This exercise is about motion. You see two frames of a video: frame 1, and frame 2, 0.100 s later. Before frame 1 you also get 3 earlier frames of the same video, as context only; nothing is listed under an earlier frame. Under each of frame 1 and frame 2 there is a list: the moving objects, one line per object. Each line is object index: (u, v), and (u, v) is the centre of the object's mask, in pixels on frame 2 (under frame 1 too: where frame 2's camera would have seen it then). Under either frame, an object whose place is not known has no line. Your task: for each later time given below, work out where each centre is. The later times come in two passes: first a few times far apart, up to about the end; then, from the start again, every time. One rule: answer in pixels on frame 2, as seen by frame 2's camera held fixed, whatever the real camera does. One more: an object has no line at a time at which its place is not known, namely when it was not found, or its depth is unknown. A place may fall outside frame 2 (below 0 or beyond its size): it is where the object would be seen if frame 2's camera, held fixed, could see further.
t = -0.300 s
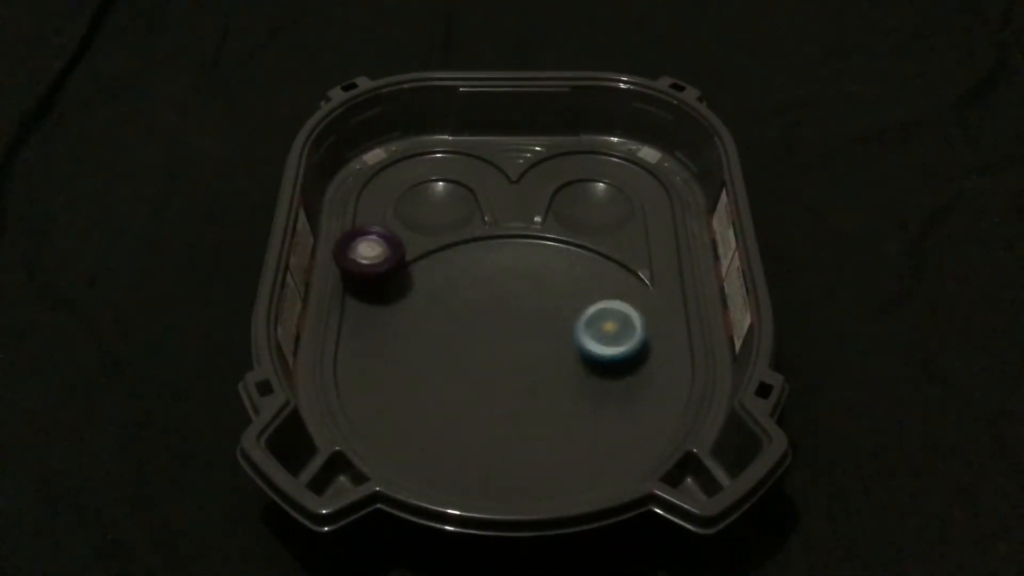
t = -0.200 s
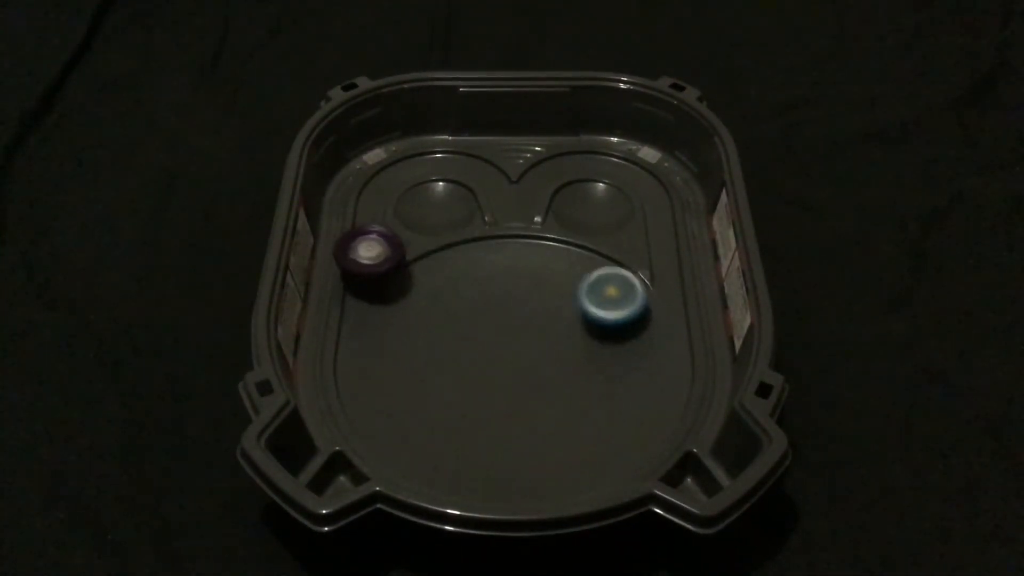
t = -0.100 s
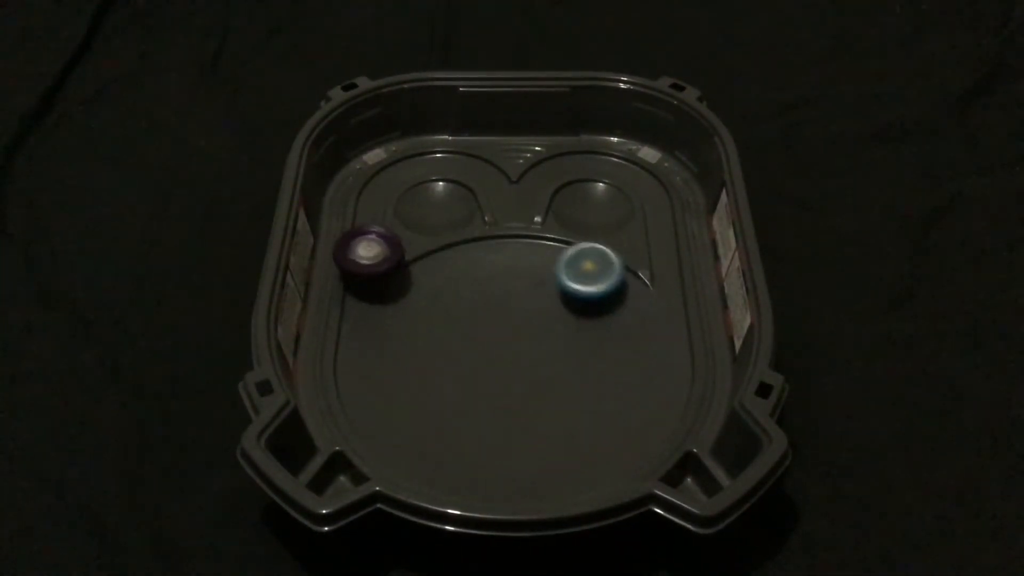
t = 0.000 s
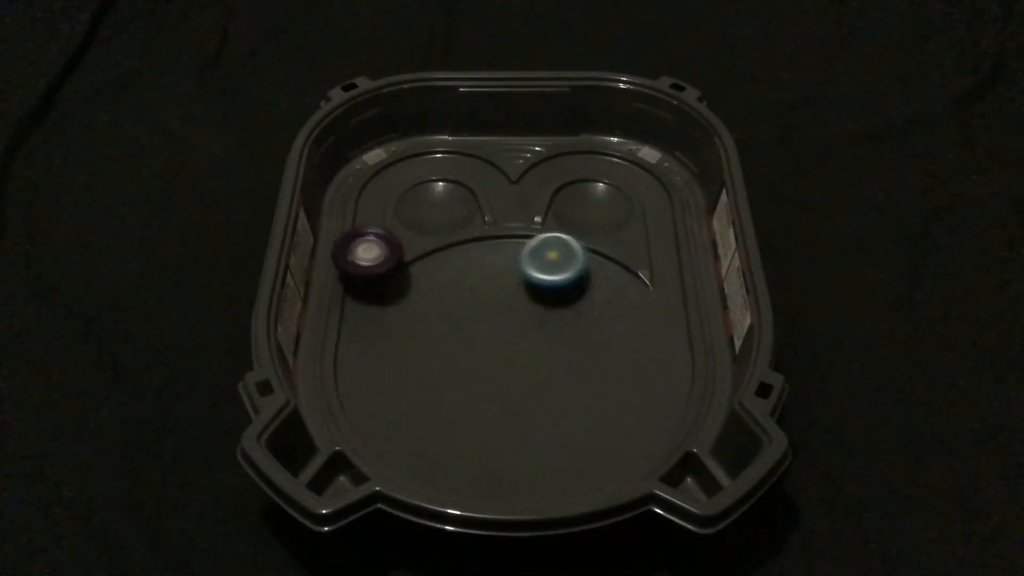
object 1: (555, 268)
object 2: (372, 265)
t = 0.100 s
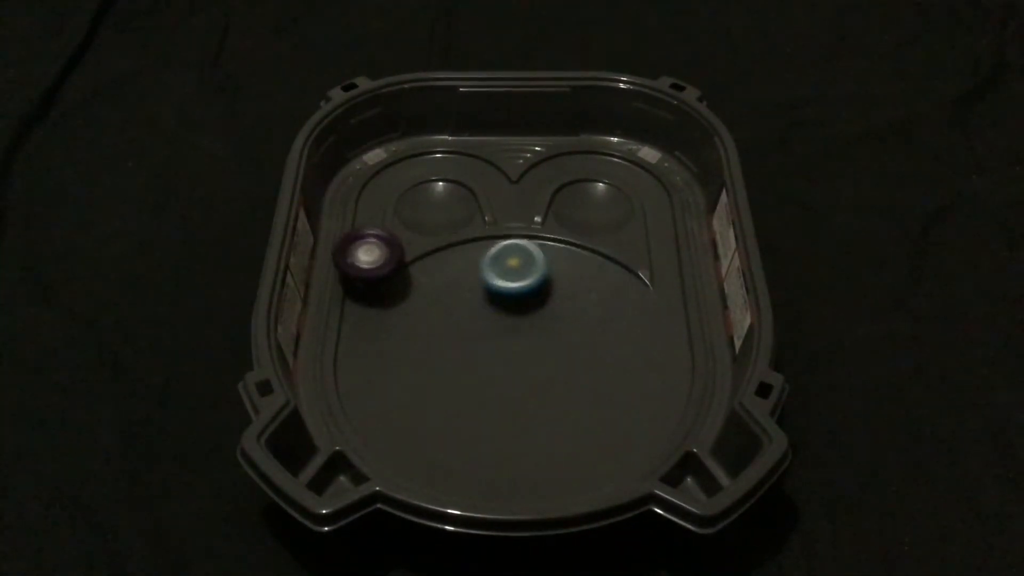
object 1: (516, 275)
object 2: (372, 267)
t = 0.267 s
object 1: (477, 320)
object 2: (372, 273)
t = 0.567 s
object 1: (537, 390)
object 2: (400, 330)
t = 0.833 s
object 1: (606, 355)
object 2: (503, 389)
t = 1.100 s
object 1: (552, 308)
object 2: (600, 366)
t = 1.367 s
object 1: (482, 340)
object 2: (610, 312)
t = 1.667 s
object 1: (495, 396)
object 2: (555, 305)
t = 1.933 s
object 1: (550, 385)
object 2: (508, 329)
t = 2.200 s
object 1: (569, 348)
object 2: (456, 337)
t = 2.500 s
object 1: (512, 326)
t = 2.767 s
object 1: (507, 308)
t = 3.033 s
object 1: (486, 323)
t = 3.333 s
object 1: (495, 282)
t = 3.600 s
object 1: (459, 290)
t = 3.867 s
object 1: (500, 332)
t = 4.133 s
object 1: (516, 320)
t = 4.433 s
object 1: (522, 316)
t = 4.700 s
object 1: (505, 336)
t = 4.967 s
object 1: (496, 376)
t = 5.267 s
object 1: (528, 398)
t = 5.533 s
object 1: (548, 400)
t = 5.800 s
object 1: (548, 376)
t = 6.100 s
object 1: (523, 357)
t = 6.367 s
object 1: (506, 353)
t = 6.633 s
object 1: (502, 352)
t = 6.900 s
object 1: (515, 356)
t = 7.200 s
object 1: (536, 358)
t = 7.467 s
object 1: (579, 462)
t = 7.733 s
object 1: (570, 406)
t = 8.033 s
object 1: (526, 425)
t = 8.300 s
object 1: (483, 396)
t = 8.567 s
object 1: (461, 347)
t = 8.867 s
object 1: (474, 292)
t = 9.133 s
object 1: (509, 272)
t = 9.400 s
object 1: (551, 283)
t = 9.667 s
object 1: (581, 321)
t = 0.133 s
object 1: (504, 282)
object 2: (371, 269)
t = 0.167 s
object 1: (494, 290)
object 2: (372, 269)
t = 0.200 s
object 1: (486, 298)
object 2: (371, 270)
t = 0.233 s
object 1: (480, 309)
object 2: (371, 271)
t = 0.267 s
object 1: (477, 320)
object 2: (372, 273)
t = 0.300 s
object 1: (477, 331)
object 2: (370, 274)
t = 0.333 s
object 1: (479, 341)
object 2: (370, 274)
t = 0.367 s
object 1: (482, 351)
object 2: (374, 276)
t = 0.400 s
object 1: (488, 360)
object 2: (374, 278)
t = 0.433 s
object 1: (496, 368)
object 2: (376, 283)
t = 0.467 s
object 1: (505, 376)
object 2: (380, 291)
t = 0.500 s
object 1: (514, 382)
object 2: (385, 303)
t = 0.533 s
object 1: (525, 386)
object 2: (392, 316)
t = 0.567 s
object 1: (537, 390)
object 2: (400, 330)
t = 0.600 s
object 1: (549, 392)
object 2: (409, 343)
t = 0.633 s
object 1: (561, 391)
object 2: (420, 355)
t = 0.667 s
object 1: (573, 388)
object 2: (432, 364)
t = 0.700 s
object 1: (583, 383)
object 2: (446, 371)
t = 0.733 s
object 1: (593, 379)
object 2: (460, 378)
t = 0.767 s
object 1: (599, 372)
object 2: (475, 383)
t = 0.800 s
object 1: (603, 364)
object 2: (489, 387)
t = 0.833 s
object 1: (606, 355)
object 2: (503, 389)
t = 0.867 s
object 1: (606, 347)
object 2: (518, 390)
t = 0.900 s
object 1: (604, 339)
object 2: (532, 390)
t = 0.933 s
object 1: (600, 330)
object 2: (545, 389)
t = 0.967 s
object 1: (594, 322)
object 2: (558, 386)
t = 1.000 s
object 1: (586, 315)
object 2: (571, 383)
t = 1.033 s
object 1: (575, 310)
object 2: (581, 378)
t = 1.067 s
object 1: (563, 308)
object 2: (591, 372)
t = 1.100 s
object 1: (552, 308)
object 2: (600, 366)
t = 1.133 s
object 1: (542, 310)
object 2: (608, 359)
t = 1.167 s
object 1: (531, 311)
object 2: (612, 352)
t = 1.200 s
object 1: (520, 313)
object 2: (616, 344)
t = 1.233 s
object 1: (510, 317)
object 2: (618, 336)
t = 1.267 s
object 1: (501, 322)
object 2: (618, 329)
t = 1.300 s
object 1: (494, 327)
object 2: (617, 323)
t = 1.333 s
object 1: (487, 333)
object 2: (614, 316)
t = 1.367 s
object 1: (482, 340)
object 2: (610, 312)
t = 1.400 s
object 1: (478, 347)
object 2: (604, 308)
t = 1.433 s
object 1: (474, 354)
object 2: (599, 306)
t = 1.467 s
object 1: (474, 361)
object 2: (593, 304)
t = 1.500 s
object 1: (474, 369)
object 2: (588, 302)
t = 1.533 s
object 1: (475, 375)
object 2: (581, 302)
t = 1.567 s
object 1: (478, 382)
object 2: (575, 302)
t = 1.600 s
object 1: (483, 388)
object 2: (568, 302)
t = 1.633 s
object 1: (488, 392)
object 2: (561, 303)
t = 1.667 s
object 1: (495, 396)
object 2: (555, 305)
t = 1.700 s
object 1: (502, 399)
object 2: (548, 307)
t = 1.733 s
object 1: (510, 400)
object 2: (542, 310)
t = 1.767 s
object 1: (517, 400)
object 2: (536, 313)
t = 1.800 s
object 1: (525, 399)
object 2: (530, 317)
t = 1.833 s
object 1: (533, 397)
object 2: (525, 320)
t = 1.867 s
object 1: (539, 394)
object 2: (519, 323)
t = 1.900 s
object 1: (545, 390)
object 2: (514, 326)
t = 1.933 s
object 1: (550, 385)
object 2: (508, 329)
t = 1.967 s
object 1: (557, 384)
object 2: (502, 331)
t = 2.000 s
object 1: (566, 384)
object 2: (494, 329)
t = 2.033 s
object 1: (571, 381)
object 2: (486, 328)
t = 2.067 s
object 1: (576, 375)
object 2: (480, 329)
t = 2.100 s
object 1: (577, 368)
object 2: (473, 330)
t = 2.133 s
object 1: (577, 361)
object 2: (467, 332)
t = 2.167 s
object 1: (574, 354)
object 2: (461, 335)
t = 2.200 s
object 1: (569, 348)
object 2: (456, 337)
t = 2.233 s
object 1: (564, 342)
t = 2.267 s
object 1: (557, 338)
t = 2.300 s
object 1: (551, 334)
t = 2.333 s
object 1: (544, 331)
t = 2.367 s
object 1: (538, 328)
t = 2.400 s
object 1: (531, 327)
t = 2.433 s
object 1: (524, 326)
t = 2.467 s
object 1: (518, 326)
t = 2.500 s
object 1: (512, 326)
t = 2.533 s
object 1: (507, 327)
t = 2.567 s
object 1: (512, 322)
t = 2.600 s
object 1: (518, 316)
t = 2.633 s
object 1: (520, 313)
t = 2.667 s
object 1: (519, 310)
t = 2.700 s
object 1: (516, 309)
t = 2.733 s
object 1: (512, 308)
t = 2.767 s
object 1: (507, 308)
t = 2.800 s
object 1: (503, 309)
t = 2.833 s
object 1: (499, 310)
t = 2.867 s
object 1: (496, 311)
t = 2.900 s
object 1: (493, 313)
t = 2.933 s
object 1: (490, 315)
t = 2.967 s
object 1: (488, 317)
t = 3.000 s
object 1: (487, 320)
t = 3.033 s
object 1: (486, 323)
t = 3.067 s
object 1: (486, 325)
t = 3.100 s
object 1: (487, 326)
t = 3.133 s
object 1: (488, 328)
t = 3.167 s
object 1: (488, 328)
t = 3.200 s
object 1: (493, 323)
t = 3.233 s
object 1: (496, 309)
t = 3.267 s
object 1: (498, 296)
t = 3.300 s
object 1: (497, 288)
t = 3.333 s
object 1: (495, 282)
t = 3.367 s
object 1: (490, 279)
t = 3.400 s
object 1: (485, 277)
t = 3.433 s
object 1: (479, 277)
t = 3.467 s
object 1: (474, 277)
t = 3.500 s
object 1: (470, 279)
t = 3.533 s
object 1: (465, 282)
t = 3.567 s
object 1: (462, 286)
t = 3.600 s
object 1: (459, 290)
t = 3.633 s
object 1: (459, 296)
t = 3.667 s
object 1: (459, 302)
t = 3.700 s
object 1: (462, 308)
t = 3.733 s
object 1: (467, 314)
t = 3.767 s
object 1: (473, 320)
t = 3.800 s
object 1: (481, 325)
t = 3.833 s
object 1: (490, 329)
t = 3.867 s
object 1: (500, 332)
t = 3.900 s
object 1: (510, 334)
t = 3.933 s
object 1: (520, 335)
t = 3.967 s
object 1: (530, 335)
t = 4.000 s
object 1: (522, 329)
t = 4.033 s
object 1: (515, 325)
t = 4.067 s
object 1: (513, 322)
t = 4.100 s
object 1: (514, 321)
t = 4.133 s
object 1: (516, 320)
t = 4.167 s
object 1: (518, 319)
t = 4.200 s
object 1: (519, 319)
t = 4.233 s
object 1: (521, 318)
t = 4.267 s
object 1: (522, 318)
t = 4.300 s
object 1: (524, 317)
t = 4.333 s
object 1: (525, 316)
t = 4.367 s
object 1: (527, 315)
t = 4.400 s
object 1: (527, 315)
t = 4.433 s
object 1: (522, 316)
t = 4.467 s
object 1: (520, 317)
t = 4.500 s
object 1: (519, 318)
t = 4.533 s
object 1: (517, 320)
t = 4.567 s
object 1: (514, 322)
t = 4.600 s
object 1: (510, 326)
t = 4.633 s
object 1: (508, 329)
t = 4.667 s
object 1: (506, 332)
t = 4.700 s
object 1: (505, 336)
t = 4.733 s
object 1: (505, 339)
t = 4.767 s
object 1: (505, 343)
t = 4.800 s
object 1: (505, 346)
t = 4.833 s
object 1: (504, 350)
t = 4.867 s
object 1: (498, 358)
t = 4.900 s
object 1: (496, 365)
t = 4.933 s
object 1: (496, 371)
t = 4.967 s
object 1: (496, 376)
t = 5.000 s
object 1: (498, 381)
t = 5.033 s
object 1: (500, 386)
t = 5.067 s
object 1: (503, 390)
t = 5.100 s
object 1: (507, 393)
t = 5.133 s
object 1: (510, 396)
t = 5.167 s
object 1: (515, 397)
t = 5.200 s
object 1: (520, 398)
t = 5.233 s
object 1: (524, 398)
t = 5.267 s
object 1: (528, 398)
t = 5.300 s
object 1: (532, 397)
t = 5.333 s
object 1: (535, 399)
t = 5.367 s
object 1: (536, 404)
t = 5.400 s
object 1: (538, 405)
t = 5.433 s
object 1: (541, 405)
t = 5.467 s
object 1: (543, 404)
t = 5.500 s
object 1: (546, 402)
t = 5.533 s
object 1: (548, 400)
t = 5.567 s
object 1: (550, 398)
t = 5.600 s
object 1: (551, 395)
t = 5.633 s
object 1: (552, 391)
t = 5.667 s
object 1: (552, 387)
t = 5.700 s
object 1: (551, 382)
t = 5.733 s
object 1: (549, 378)
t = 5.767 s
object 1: (548, 376)
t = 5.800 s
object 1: (548, 376)
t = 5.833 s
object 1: (547, 375)
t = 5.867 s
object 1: (545, 373)
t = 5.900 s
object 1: (543, 371)
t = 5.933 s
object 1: (541, 368)
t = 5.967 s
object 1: (538, 366)
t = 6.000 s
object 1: (535, 363)
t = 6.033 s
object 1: (531, 361)
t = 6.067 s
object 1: (527, 359)
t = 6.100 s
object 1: (523, 357)
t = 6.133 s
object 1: (520, 355)
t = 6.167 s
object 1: (517, 354)
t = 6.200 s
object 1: (515, 354)
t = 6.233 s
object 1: (512, 353)
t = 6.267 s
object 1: (510, 351)
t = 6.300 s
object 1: (508, 351)
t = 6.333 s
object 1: (507, 352)
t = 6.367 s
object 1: (506, 353)
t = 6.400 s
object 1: (505, 352)
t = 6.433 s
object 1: (504, 352)
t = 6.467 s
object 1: (503, 351)
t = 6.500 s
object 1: (502, 351)
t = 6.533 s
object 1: (501, 350)
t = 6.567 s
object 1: (500, 349)
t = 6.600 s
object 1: (500, 350)
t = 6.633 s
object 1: (502, 352)
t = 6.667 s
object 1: (502, 352)
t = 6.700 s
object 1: (503, 352)
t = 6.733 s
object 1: (503, 352)
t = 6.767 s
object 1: (504, 351)
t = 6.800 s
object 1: (506, 351)
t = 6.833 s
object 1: (509, 353)
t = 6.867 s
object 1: (512, 355)
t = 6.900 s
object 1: (515, 356)
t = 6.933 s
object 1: (517, 357)
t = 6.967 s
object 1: (520, 358)
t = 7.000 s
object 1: (522, 358)
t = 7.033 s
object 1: (525, 359)
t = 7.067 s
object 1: (527, 359)
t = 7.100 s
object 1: (529, 360)
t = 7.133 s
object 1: (532, 359)
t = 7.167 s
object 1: (534, 359)
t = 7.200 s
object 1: (536, 358)
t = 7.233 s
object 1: (538, 359)
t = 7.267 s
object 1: (540, 389)
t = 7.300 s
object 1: (543, 417)
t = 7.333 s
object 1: (548, 440)
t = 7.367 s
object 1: (556, 456)
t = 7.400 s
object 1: (566, 466)
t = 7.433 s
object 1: (576, 469)
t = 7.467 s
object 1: (579, 462)
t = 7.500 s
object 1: (582, 451)
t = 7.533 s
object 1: (582, 437)
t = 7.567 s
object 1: (583, 426)
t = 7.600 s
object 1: (582, 417)
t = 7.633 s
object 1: (580, 409)
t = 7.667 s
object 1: (577, 403)
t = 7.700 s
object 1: (572, 398)
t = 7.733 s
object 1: (570, 406)
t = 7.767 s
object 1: (565, 416)
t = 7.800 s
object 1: (561, 420)
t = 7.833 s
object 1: (557, 424)
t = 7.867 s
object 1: (552, 426)
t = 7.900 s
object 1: (548, 426)
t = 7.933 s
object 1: (543, 427)
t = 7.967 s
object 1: (537, 427)
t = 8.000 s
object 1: (532, 426)
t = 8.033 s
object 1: (526, 425)
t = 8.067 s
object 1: (521, 423)
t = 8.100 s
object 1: (515, 421)
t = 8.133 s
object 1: (509, 418)
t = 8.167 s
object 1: (503, 415)
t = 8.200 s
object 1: (498, 410)
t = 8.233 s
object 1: (493, 406)
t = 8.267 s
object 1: (488, 402)
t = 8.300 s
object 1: (483, 396)
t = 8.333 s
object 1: (478, 391)
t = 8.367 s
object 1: (474, 385)
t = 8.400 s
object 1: (471, 379)
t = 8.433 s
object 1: (468, 373)
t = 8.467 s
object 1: (465, 367)
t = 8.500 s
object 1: (463, 360)
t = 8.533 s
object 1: (462, 354)
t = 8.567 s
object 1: (461, 347)
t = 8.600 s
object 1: (460, 340)
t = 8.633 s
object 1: (461, 333)
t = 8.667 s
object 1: (462, 326)
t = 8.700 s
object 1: (463, 320)
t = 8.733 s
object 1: (465, 314)
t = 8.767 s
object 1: (466, 307)
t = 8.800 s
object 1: (468, 301)
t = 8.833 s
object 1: (471, 296)
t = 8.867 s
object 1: (474, 292)
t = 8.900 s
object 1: (477, 288)
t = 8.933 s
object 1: (482, 285)
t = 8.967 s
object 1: (485, 282)
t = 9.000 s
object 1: (490, 279)
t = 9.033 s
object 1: (495, 277)
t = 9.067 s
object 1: (500, 275)
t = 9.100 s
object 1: (504, 274)
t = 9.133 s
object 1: (509, 272)
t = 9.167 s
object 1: (514, 271)
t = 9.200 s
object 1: (520, 271)
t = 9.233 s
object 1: (525, 272)
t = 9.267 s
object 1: (530, 273)
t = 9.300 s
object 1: (535, 274)
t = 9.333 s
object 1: (540, 277)
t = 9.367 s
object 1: (545, 280)
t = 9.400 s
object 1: (551, 283)
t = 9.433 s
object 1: (555, 287)
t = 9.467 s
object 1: (560, 290)
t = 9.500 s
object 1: (564, 295)
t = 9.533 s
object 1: (568, 299)
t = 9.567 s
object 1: (572, 304)
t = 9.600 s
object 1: (576, 309)
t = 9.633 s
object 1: (579, 315)
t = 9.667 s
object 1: (581, 321)
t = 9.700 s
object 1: (583, 327)
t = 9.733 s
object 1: (584, 333)
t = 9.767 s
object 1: (585, 338)
